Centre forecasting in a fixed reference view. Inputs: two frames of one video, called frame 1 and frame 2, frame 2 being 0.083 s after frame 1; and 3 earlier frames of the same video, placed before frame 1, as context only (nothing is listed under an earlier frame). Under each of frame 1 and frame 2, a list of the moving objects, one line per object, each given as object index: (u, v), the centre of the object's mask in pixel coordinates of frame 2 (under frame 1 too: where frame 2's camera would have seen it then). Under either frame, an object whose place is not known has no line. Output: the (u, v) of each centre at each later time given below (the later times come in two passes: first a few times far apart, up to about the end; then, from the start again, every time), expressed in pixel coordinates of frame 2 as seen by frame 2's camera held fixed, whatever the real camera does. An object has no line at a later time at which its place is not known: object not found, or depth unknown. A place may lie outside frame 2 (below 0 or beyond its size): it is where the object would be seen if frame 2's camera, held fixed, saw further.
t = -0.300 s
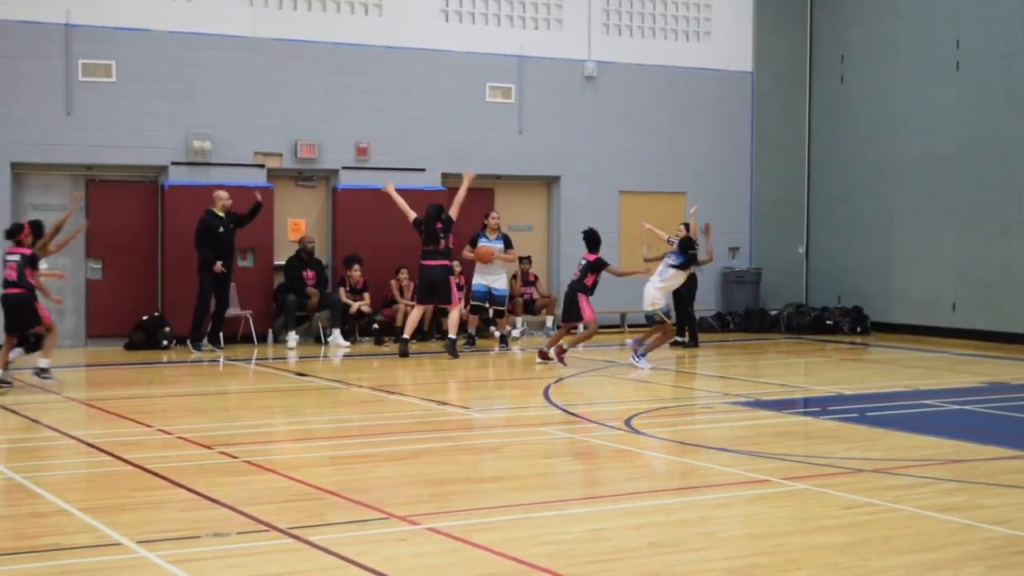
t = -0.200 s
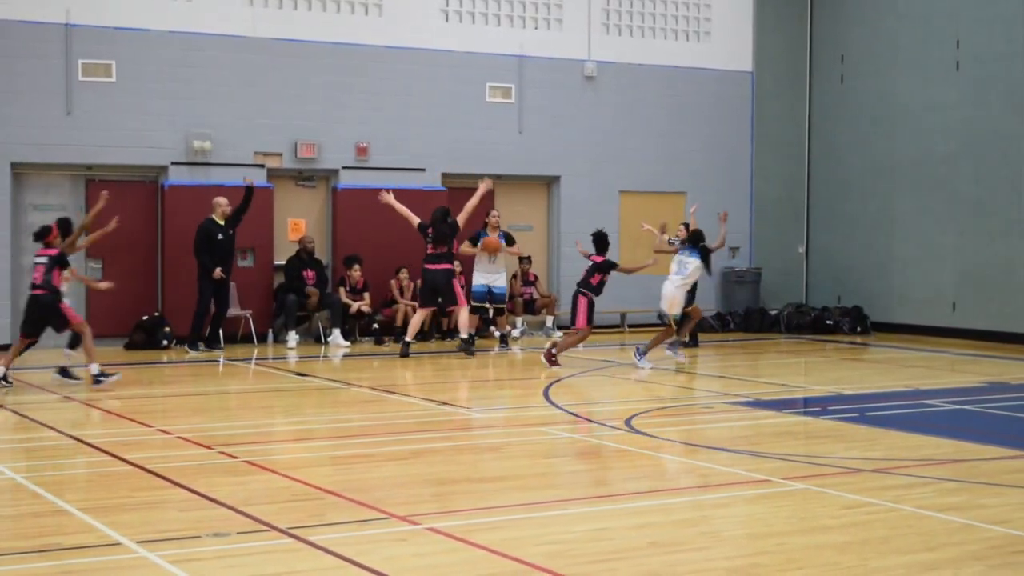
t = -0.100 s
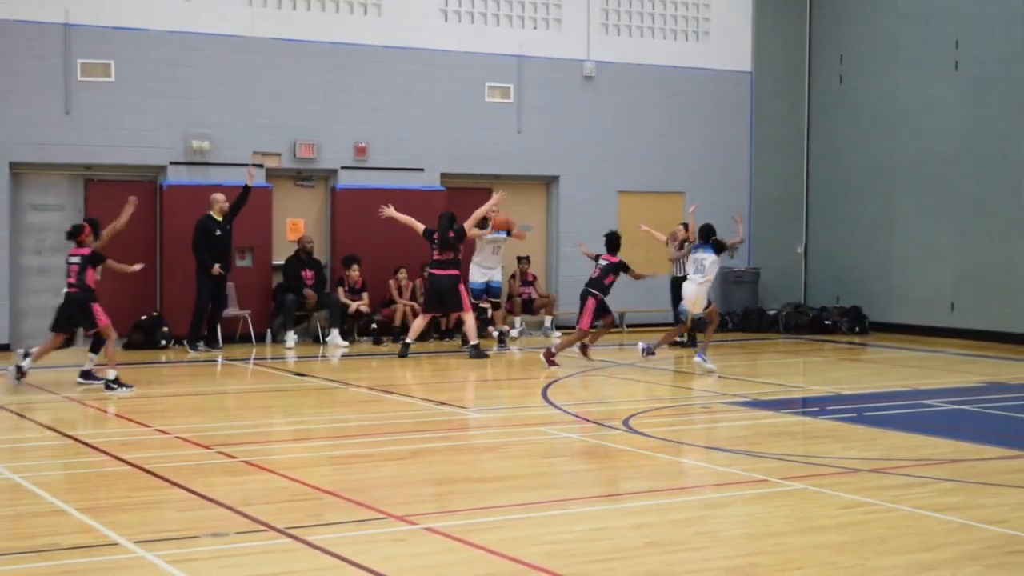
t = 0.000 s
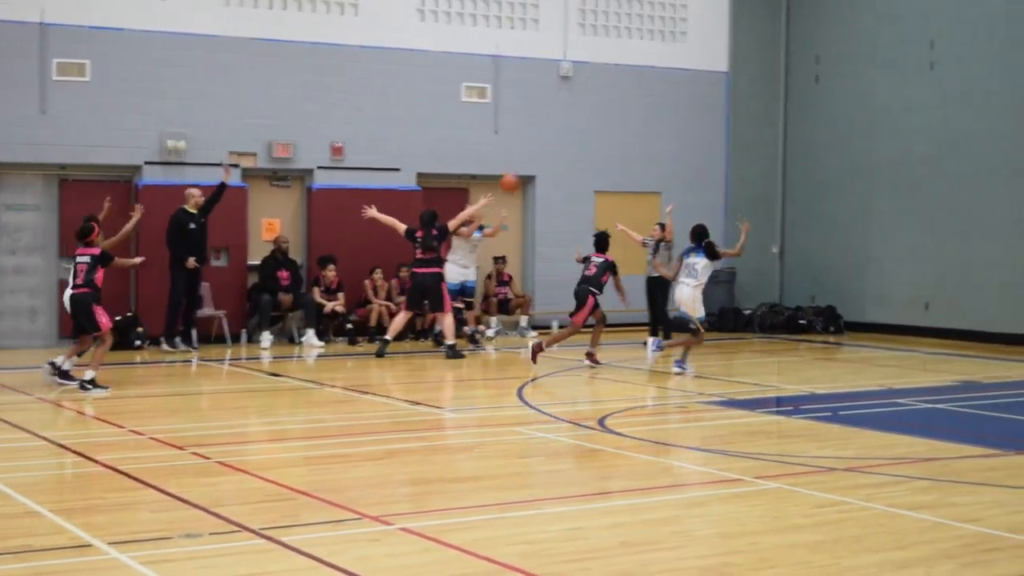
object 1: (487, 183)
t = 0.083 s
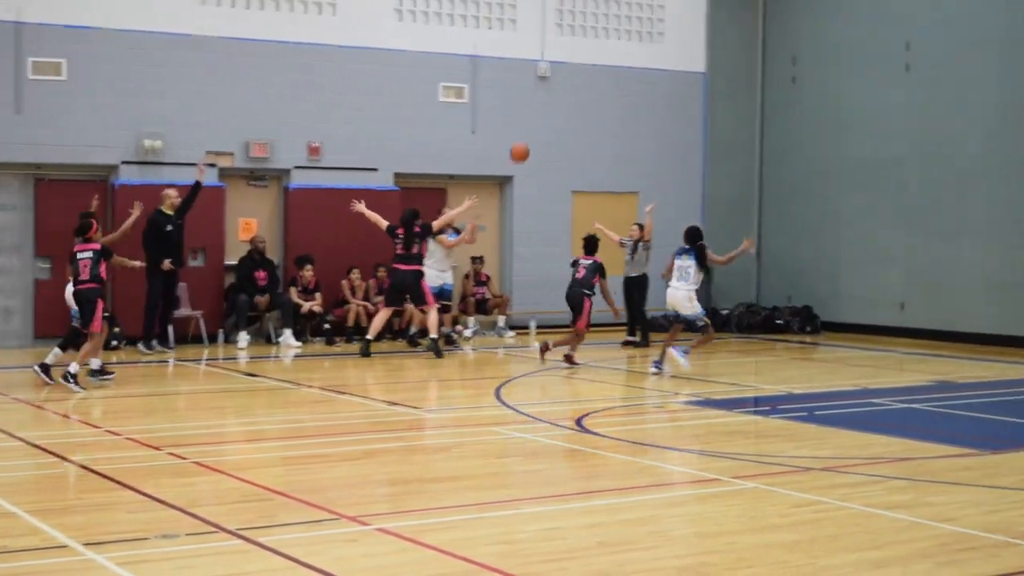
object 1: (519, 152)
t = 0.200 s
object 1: (564, 118)
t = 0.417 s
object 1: (655, 78)
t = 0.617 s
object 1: (748, 76)
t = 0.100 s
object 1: (526, 147)
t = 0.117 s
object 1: (532, 141)
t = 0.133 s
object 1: (538, 137)
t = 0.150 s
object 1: (545, 131)
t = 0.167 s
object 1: (551, 126)
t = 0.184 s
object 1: (558, 122)
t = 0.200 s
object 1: (564, 118)
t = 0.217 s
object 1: (571, 113)
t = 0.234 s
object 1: (578, 110)
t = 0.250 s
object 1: (585, 105)
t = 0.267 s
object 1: (592, 102)
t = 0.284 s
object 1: (598, 98)
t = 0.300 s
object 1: (605, 95)
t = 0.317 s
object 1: (612, 92)
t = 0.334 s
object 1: (619, 89)
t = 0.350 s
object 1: (626, 86)
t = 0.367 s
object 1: (633, 84)
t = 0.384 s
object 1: (640, 82)
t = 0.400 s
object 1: (648, 80)
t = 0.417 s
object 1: (655, 78)
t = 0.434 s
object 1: (662, 77)
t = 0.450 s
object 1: (670, 76)
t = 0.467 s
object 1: (677, 75)
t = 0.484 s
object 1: (684, 74)
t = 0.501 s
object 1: (692, 73)
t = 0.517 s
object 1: (699, 73)
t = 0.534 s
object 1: (707, 73)
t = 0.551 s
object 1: (715, 73)
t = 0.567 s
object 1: (723, 73)
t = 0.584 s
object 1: (731, 74)
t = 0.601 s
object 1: (740, 75)
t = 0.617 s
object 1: (748, 76)
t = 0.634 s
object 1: (756, 78)
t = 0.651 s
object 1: (764, 80)
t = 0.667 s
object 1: (773, 83)
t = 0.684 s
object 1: (781, 85)
